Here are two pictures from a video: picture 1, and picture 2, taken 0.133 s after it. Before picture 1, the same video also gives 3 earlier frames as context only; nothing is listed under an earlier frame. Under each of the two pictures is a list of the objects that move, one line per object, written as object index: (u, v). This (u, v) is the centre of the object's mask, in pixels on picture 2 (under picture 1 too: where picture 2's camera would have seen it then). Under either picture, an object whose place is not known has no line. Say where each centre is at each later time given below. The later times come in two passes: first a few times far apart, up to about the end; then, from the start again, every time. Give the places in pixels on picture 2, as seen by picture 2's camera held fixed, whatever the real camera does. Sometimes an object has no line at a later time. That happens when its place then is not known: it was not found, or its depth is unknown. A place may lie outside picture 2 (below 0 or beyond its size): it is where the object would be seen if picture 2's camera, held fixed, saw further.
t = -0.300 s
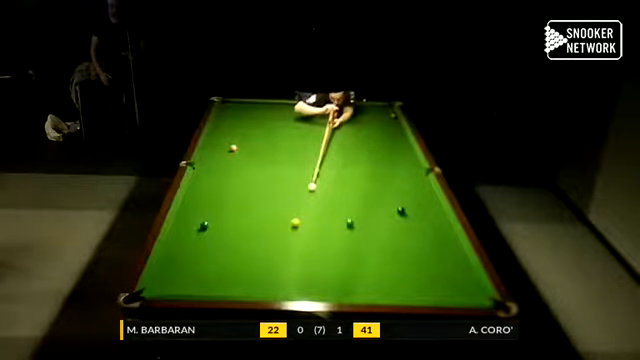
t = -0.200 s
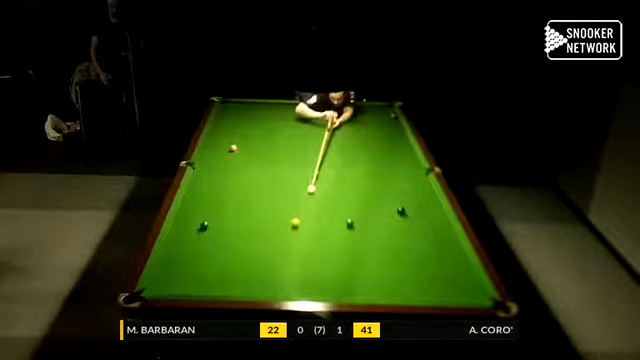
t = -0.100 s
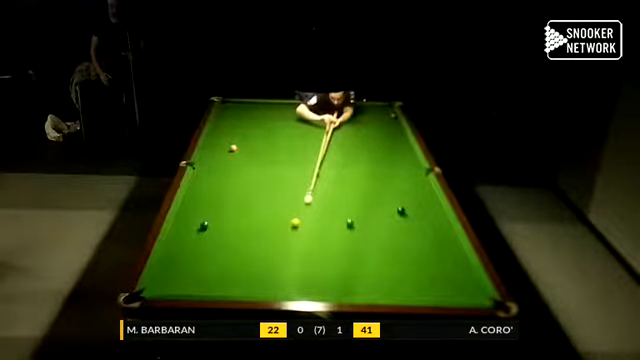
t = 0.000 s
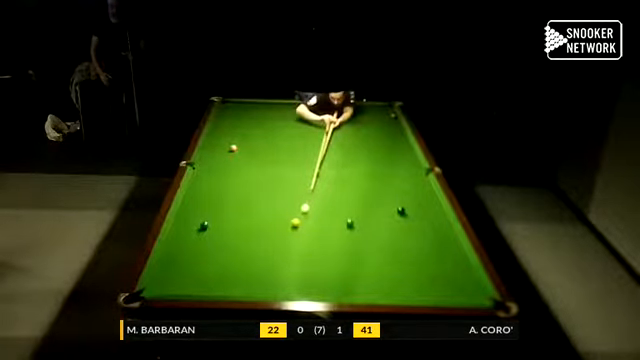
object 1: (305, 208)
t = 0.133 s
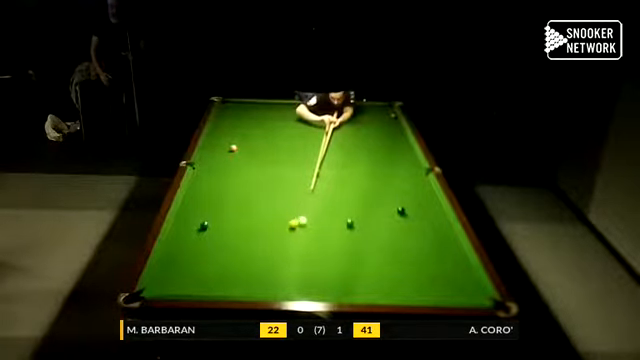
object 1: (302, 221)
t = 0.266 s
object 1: (312, 229)
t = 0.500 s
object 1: (328, 245)
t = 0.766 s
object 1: (346, 263)
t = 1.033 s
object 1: (366, 283)
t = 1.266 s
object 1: (382, 292)
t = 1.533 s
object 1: (390, 279)
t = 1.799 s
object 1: (398, 268)
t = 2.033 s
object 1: (404, 260)
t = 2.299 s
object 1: (411, 251)
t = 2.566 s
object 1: (416, 244)
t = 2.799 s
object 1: (420, 238)
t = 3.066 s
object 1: (425, 232)
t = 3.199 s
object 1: (426, 229)
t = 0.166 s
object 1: (305, 223)
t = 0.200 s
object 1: (308, 225)
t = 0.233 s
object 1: (310, 227)
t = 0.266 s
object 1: (312, 229)
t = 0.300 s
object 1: (314, 231)
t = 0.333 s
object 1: (316, 233)
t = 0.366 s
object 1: (318, 235)
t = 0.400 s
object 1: (321, 238)
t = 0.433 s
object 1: (322, 240)
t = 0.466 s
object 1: (325, 242)
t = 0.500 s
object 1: (328, 245)
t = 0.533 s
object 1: (330, 247)
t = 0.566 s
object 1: (332, 249)
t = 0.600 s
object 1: (334, 251)
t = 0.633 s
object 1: (337, 254)
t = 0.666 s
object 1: (339, 256)
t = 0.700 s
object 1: (341, 258)
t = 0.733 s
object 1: (344, 261)
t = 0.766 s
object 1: (346, 263)
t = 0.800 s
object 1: (348, 265)
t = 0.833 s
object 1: (350, 268)
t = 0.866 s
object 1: (354, 270)
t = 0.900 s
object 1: (356, 273)
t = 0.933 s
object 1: (359, 275)
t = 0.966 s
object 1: (361, 278)
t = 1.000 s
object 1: (364, 280)
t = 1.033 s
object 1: (366, 283)
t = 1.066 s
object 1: (368, 286)
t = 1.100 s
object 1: (372, 288)
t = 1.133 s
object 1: (374, 290)
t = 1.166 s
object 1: (377, 293)
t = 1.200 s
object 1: (379, 295)
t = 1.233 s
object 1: (380, 293)
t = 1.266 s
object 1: (382, 292)
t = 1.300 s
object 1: (382, 290)
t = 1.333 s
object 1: (383, 289)
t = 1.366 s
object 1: (385, 287)
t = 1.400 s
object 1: (386, 285)
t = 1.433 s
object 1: (387, 284)
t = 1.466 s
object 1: (388, 282)
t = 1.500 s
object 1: (389, 281)
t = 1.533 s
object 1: (390, 279)
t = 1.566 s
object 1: (391, 278)
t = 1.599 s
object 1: (392, 276)
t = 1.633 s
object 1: (393, 275)
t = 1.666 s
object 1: (394, 274)
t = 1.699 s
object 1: (395, 273)
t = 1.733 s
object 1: (396, 271)
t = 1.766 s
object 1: (397, 270)
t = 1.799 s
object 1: (398, 268)
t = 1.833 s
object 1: (398, 267)
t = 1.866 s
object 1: (400, 266)
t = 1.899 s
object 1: (401, 265)
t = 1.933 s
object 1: (401, 263)
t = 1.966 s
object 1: (402, 262)
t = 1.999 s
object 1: (403, 261)
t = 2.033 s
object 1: (404, 260)
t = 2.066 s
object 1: (405, 259)
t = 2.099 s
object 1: (406, 258)
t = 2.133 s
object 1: (406, 257)
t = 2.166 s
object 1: (407, 255)
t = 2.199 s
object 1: (408, 254)
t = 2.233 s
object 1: (409, 253)
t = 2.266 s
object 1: (410, 252)
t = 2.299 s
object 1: (411, 251)
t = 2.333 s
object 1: (411, 250)
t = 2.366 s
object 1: (412, 249)
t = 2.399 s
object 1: (413, 248)
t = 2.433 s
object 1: (413, 247)
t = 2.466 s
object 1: (414, 246)
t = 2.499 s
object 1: (415, 246)
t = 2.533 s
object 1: (415, 245)
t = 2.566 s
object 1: (416, 244)
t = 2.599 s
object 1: (417, 243)
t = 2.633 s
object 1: (417, 242)
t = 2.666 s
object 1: (418, 241)
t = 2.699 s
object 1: (419, 240)
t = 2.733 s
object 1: (419, 240)
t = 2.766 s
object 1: (420, 239)
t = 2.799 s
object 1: (420, 238)
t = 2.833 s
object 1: (421, 237)
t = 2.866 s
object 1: (422, 236)
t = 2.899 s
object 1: (422, 235)
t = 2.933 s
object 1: (423, 235)
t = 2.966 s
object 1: (423, 234)
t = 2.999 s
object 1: (423, 233)
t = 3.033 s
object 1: (424, 233)
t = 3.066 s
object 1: (425, 232)
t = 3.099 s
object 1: (425, 232)
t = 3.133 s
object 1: (426, 230)
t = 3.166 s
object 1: (426, 230)
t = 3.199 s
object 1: (426, 229)
